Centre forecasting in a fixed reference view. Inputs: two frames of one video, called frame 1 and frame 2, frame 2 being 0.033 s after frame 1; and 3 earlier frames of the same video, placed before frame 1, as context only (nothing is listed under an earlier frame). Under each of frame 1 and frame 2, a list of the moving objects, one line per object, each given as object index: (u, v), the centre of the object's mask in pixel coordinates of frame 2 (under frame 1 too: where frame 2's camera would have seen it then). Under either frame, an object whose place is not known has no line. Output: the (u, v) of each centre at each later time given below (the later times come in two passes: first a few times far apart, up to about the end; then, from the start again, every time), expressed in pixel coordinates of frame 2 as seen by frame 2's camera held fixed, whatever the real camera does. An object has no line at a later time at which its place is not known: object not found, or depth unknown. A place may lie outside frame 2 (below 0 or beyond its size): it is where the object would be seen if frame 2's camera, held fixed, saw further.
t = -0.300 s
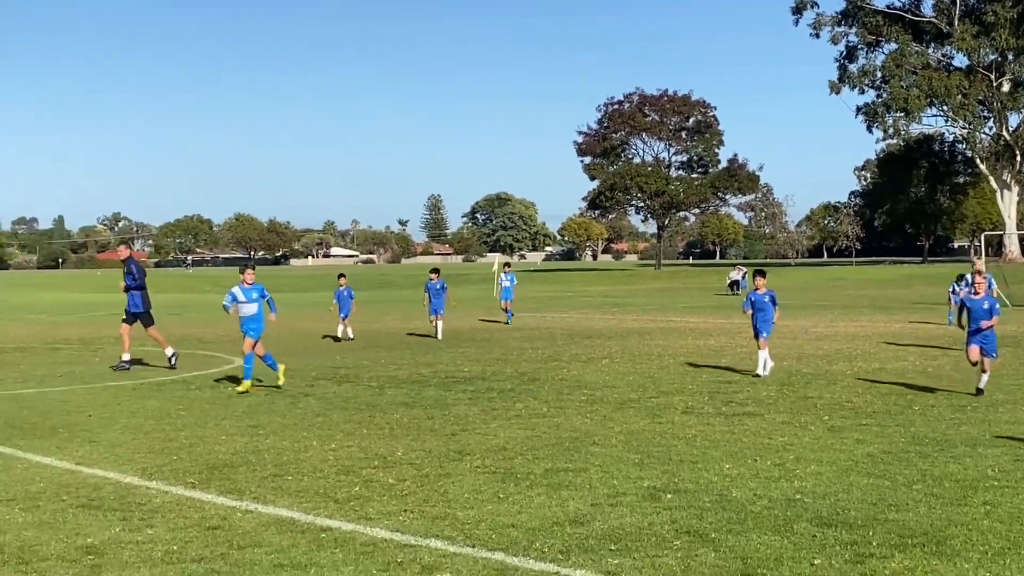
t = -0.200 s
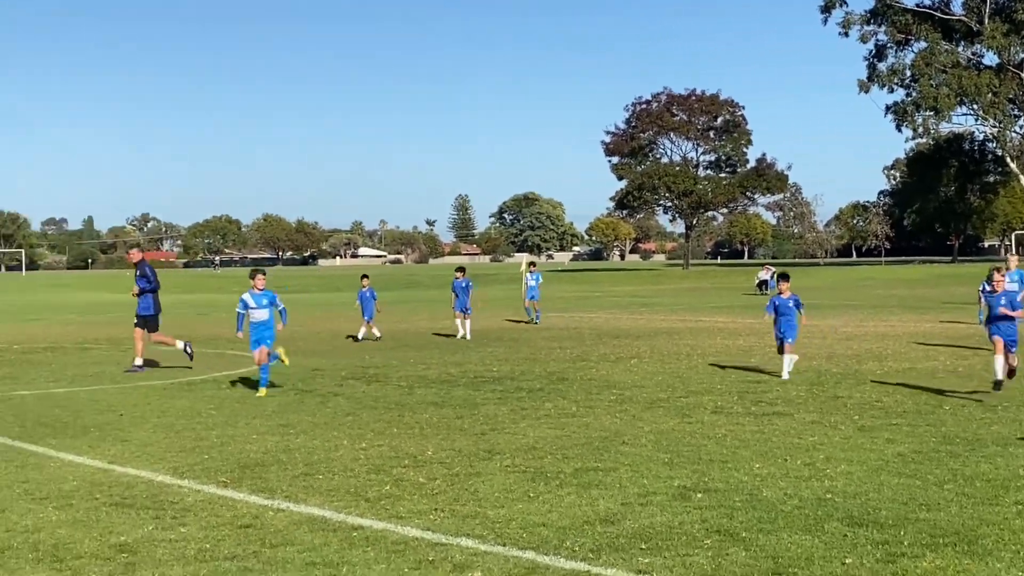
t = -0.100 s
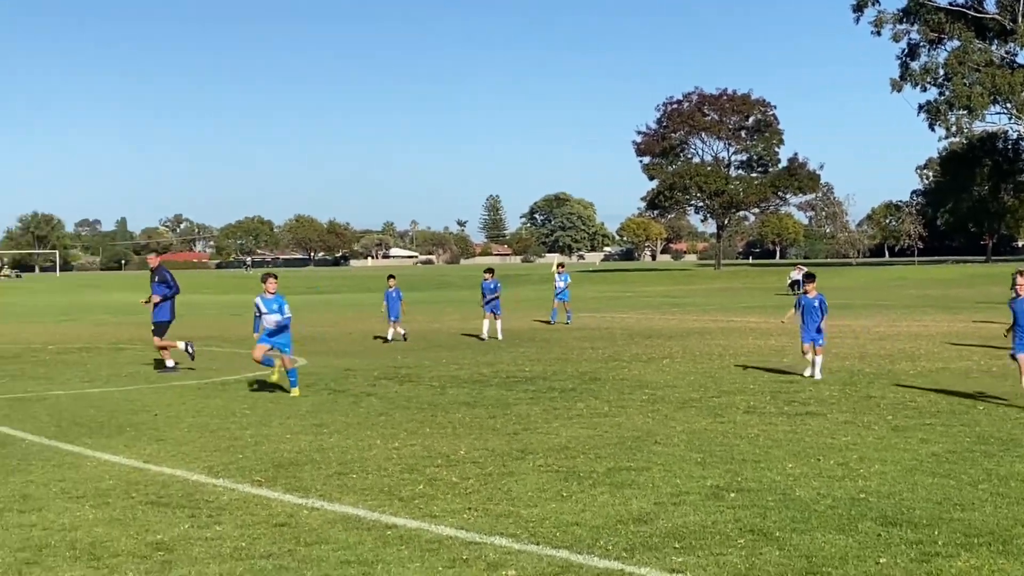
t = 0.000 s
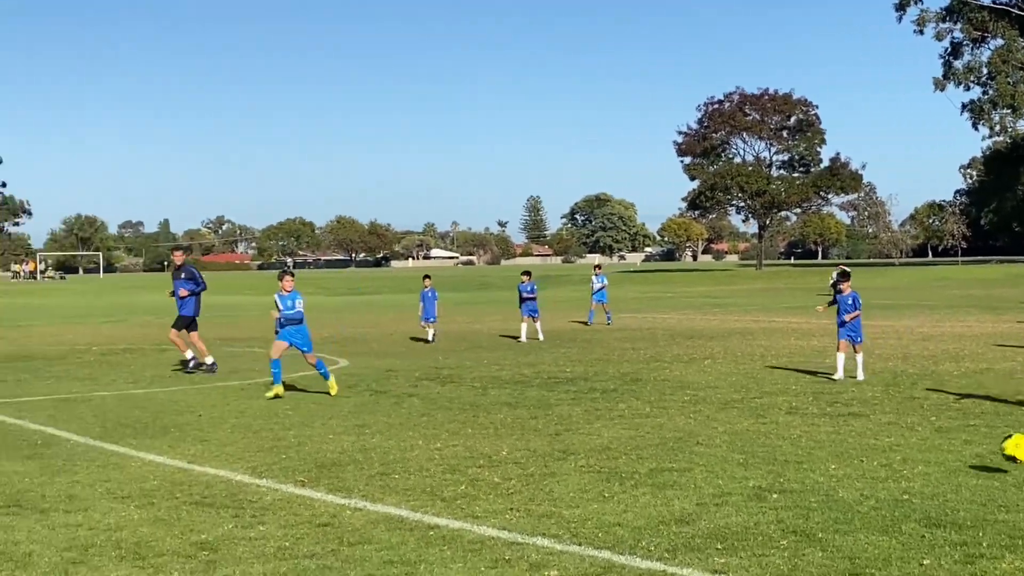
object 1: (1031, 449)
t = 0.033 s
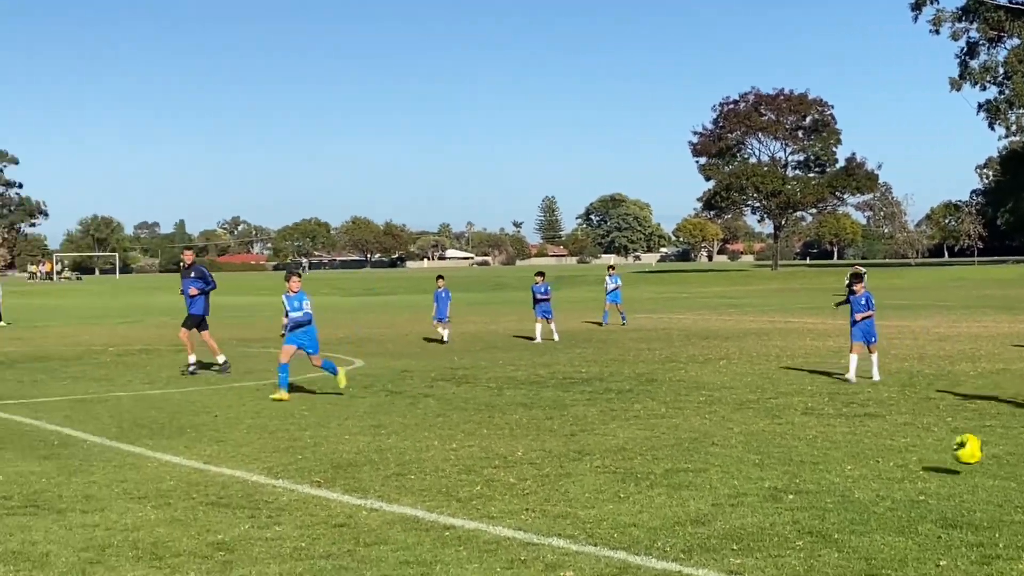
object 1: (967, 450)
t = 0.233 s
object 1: (598, 465)
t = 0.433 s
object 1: (269, 463)
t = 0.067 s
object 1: (902, 451)
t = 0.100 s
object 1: (837, 455)
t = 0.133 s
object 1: (774, 460)
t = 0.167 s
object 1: (712, 467)
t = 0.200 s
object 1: (653, 470)
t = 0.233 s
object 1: (598, 465)
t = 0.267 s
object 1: (544, 460)
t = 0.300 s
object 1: (489, 456)
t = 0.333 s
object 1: (436, 456)
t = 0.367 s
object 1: (381, 456)
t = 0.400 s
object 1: (326, 460)
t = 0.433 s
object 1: (269, 463)
